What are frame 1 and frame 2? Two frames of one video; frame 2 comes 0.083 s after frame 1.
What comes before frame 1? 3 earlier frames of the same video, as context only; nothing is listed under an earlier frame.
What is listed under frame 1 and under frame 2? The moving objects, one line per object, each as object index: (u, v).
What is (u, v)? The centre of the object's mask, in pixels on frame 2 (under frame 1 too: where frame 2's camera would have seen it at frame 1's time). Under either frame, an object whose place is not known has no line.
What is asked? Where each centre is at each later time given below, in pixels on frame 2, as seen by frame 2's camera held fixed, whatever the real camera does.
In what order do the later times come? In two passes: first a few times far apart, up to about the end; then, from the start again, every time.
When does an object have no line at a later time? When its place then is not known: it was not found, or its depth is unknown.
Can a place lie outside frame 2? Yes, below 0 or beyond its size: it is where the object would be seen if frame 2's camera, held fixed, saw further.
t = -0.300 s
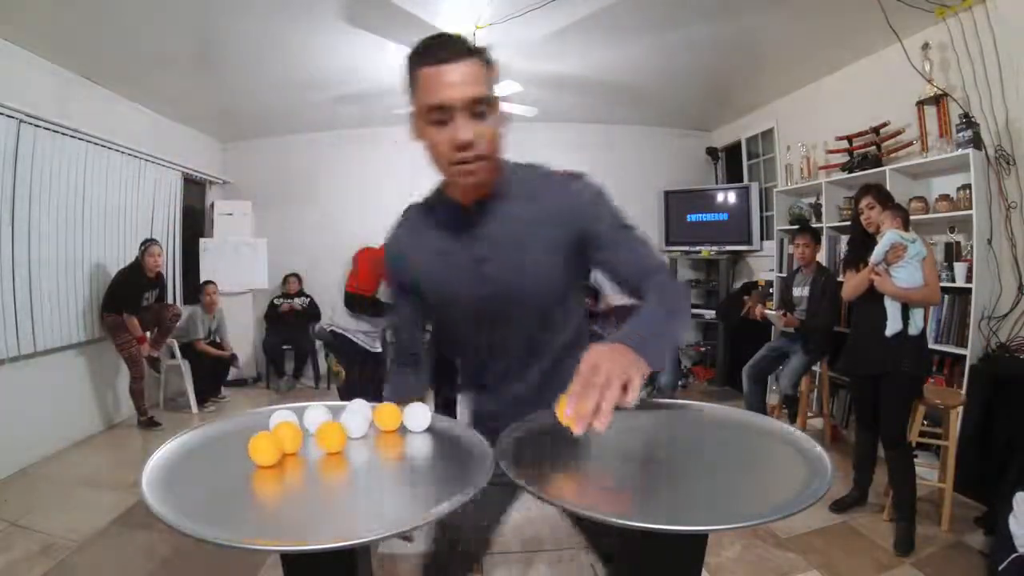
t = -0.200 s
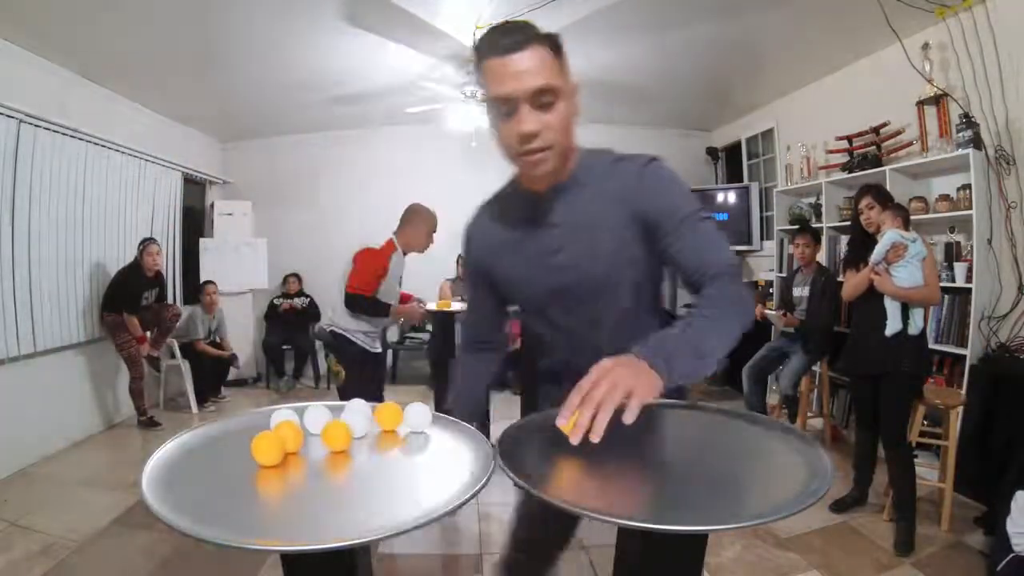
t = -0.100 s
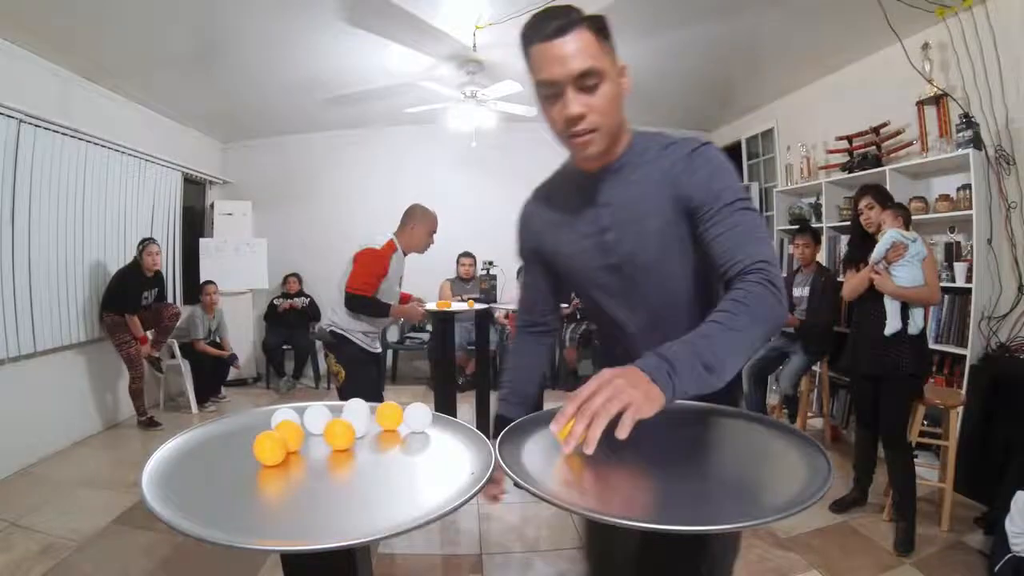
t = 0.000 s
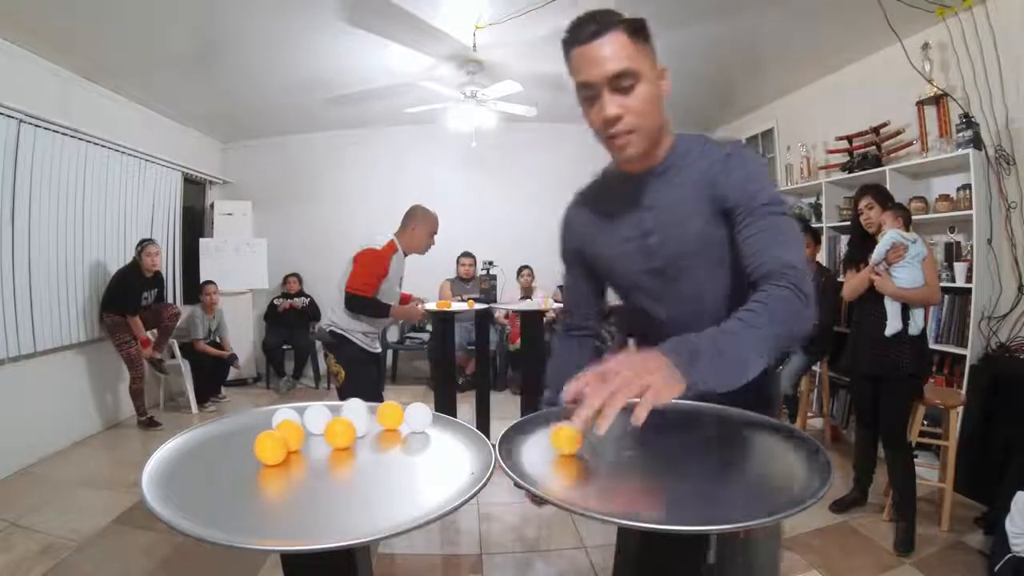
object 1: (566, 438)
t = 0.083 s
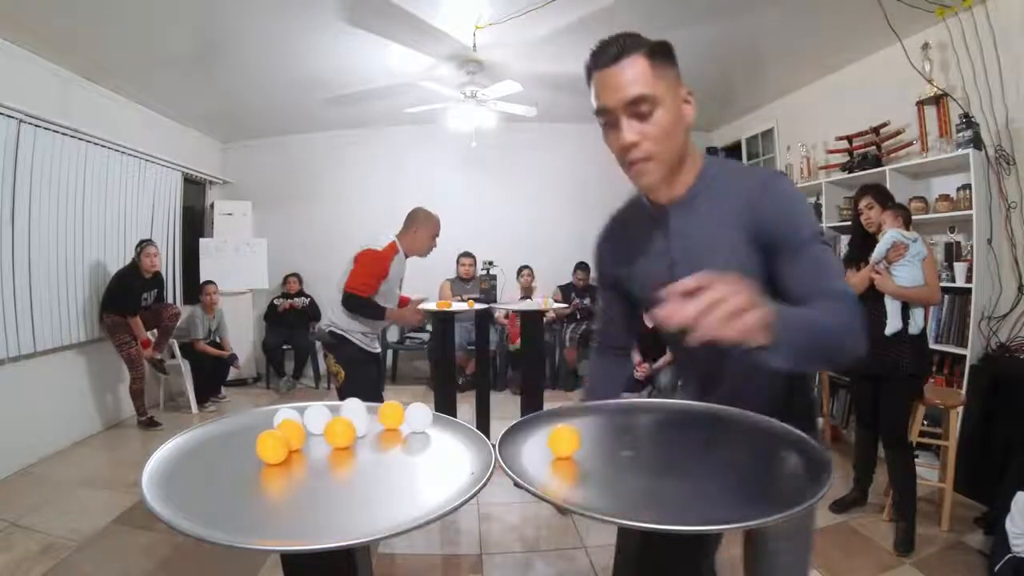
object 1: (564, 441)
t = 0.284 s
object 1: (559, 447)
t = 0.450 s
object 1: (560, 452)
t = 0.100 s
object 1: (563, 442)
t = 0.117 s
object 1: (562, 442)
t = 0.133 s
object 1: (563, 442)
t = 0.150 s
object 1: (562, 442)
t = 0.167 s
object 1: (561, 444)
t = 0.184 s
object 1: (561, 444)
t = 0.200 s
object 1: (561, 444)
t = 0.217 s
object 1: (560, 445)
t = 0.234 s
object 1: (560, 446)
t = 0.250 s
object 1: (560, 446)
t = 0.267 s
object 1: (559, 447)
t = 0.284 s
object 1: (559, 447)
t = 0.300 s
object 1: (559, 448)
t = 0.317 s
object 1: (559, 448)
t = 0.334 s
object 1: (559, 448)
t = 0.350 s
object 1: (559, 448)
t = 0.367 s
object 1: (559, 449)
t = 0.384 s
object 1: (559, 450)
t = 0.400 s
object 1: (559, 449)
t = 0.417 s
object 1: (559, 450)
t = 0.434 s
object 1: (560, 452)
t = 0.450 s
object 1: (560, 452)
